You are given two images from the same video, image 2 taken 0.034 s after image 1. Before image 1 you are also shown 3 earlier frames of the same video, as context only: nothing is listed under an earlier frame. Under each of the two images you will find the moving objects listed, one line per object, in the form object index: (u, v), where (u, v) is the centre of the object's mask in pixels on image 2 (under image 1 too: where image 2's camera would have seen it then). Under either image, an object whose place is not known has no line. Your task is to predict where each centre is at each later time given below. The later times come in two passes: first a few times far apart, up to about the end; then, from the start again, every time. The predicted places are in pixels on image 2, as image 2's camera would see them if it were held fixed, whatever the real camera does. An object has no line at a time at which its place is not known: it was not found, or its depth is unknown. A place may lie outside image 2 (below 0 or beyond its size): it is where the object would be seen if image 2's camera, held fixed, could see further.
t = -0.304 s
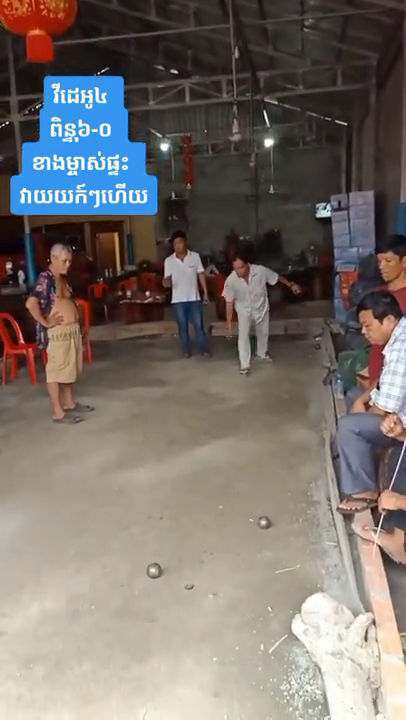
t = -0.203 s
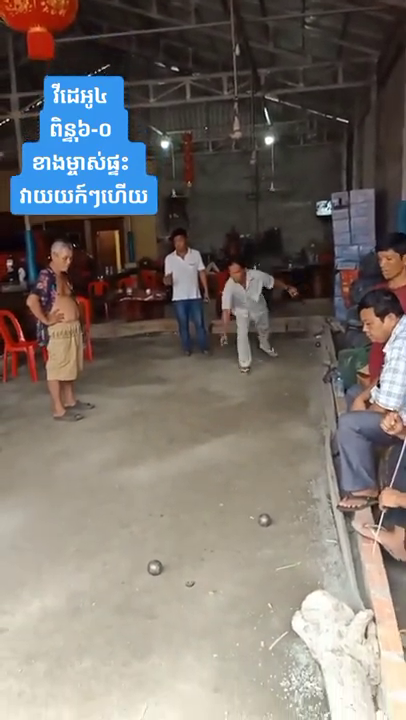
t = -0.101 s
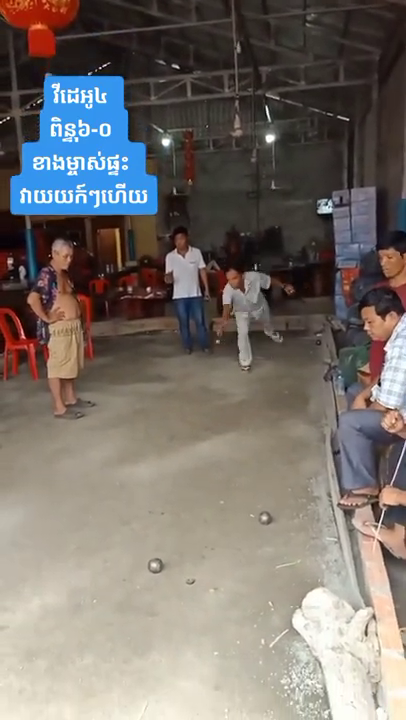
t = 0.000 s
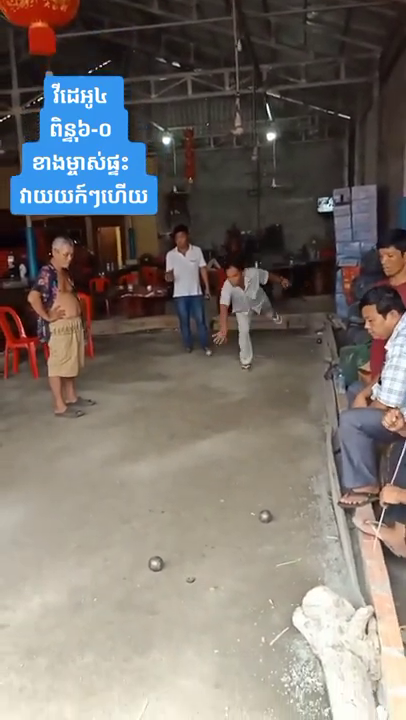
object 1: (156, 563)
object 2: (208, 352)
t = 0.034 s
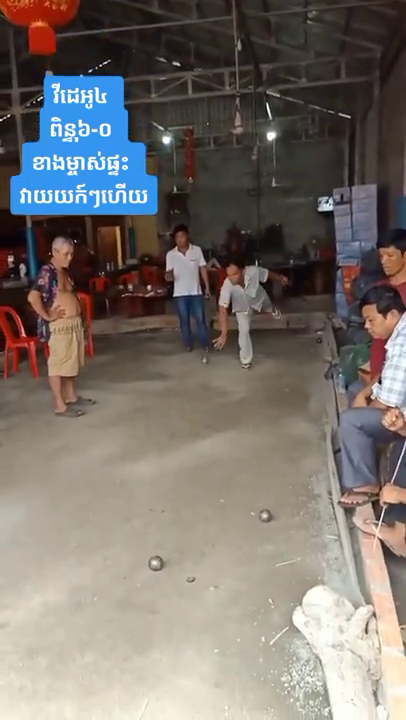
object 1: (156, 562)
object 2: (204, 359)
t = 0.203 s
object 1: (156, 563)
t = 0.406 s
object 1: (158, 586)
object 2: (135, 537)
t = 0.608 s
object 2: (78, 550)
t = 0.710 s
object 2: (48, 592)
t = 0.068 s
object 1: (156, 562)
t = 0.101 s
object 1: (156, 562)
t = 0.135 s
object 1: (156, 562)
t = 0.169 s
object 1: (156, 563)
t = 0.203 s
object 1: (156, 563)
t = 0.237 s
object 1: (156, 563)
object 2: (175, 466)
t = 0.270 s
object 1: (156, 563)
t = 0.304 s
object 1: (156, 563)
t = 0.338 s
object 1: (156, 564)
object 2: (152, 551)
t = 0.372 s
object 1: (157, 573)
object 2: (143, 543)
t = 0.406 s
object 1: (158, 586)
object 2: (135, 537)
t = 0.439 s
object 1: (159, 601)
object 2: (125, 534)
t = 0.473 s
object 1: (161, 613)
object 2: (116, 532)
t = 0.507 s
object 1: (163, 628)
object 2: (107, 532)
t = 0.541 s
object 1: (164, 642)
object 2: (98, 536)
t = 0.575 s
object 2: (88, 541)
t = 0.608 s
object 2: (78, 550)
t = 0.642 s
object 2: (68, 560)
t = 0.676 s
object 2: (58, 574)
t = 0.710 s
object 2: (48, 592)
